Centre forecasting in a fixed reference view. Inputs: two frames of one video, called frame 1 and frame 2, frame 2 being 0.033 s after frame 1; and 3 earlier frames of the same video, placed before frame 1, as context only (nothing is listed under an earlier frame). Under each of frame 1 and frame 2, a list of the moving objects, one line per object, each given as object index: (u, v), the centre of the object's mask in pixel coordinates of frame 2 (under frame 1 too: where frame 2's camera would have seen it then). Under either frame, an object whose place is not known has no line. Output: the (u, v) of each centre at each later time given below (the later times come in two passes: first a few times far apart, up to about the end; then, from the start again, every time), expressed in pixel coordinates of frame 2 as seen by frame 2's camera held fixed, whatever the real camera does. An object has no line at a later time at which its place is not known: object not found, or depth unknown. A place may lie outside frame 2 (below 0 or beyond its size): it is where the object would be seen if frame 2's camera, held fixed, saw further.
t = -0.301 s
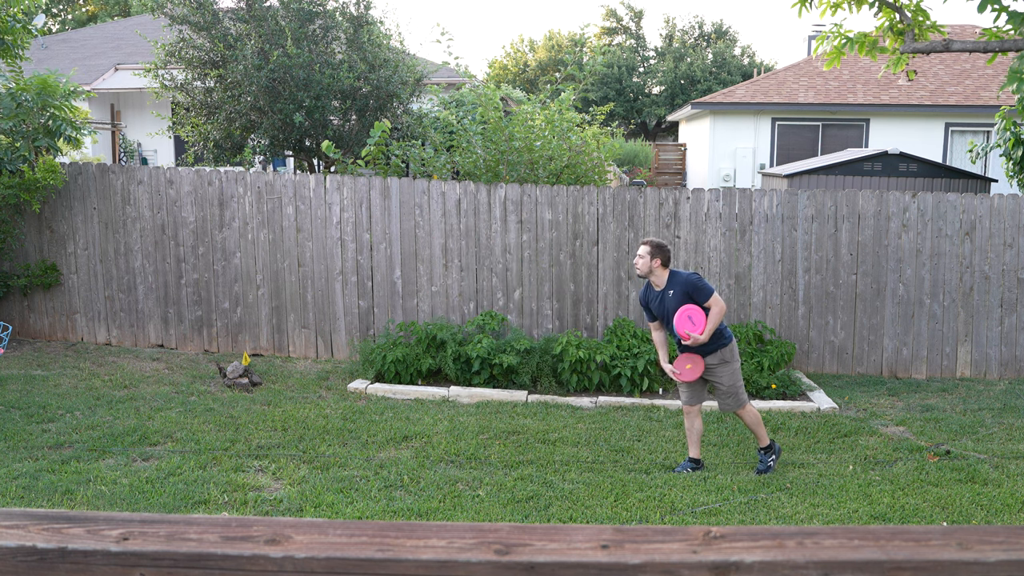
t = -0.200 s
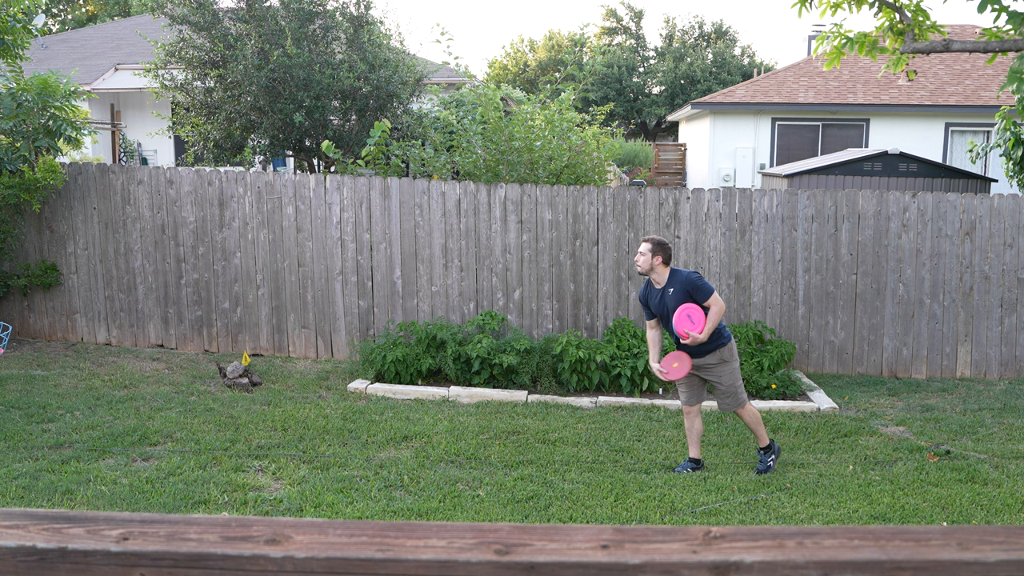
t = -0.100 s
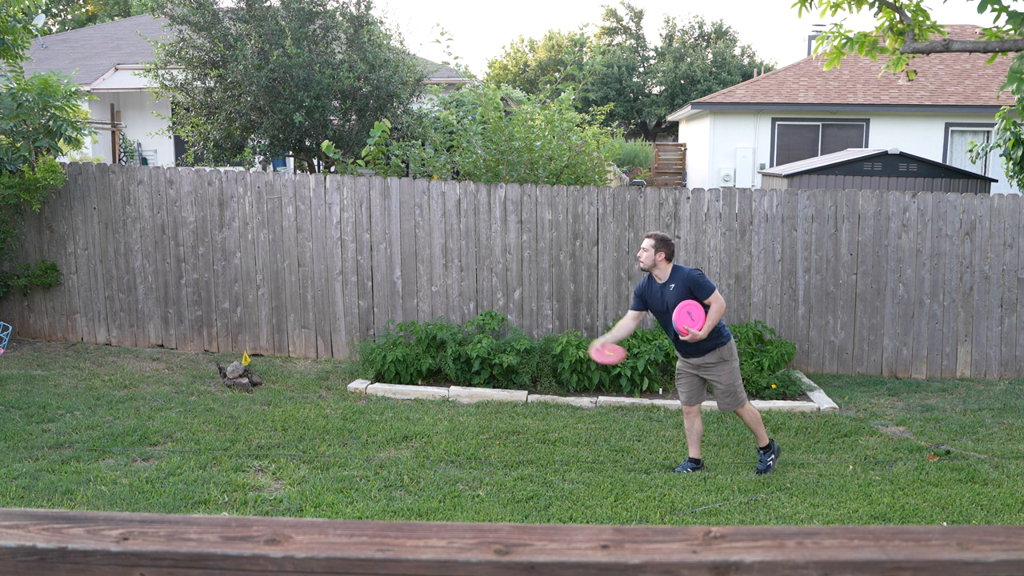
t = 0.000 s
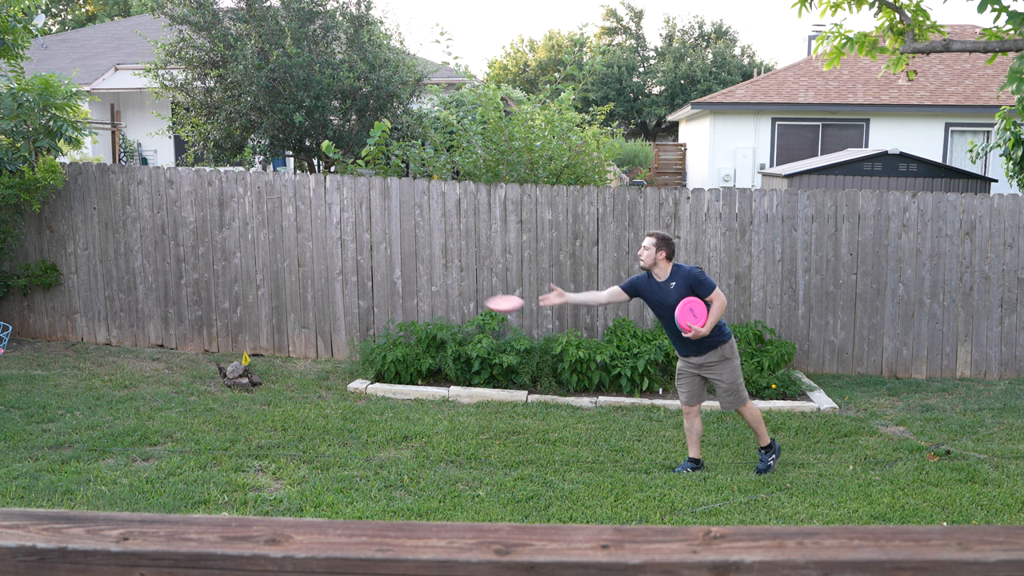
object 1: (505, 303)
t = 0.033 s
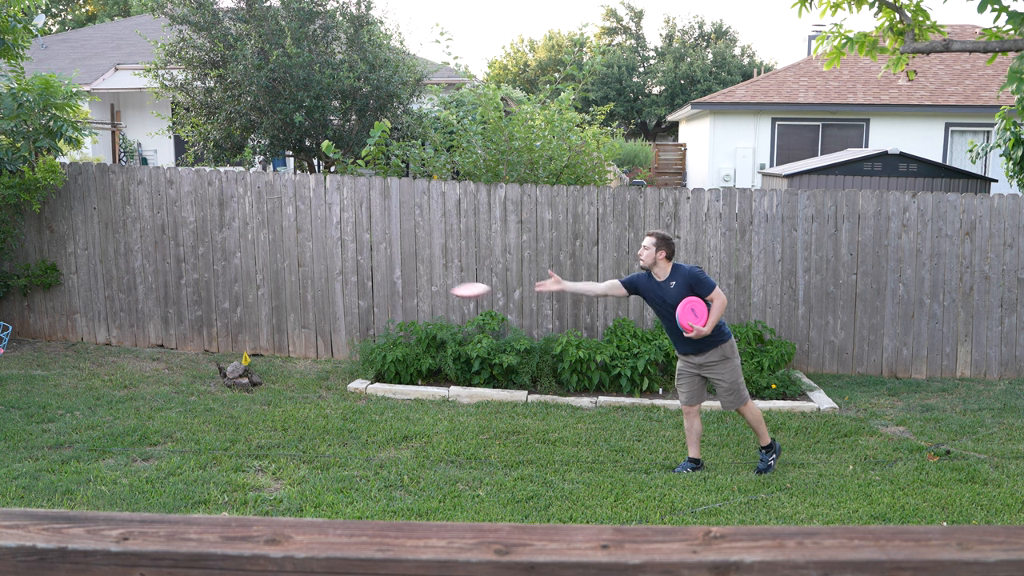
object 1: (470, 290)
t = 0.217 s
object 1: (284, 255)
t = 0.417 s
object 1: (94, 281)
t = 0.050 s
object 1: (453, 284)
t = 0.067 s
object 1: (436, 279)
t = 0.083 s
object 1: (419, 274)
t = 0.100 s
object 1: (402, 270)
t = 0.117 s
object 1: (385, 266)
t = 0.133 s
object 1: (368, 263)
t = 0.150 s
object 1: (351, 261)
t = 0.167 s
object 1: (334, 258)
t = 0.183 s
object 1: (317, 257)
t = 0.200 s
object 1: (300, 256)
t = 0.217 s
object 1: (284, 255)
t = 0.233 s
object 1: (267, 255)
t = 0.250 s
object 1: (252, 255)
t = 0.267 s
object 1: (235, 256)
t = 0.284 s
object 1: (219, 257)
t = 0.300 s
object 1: (203, 259)
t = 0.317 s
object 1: (187, 261)
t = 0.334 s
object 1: (171, 263)
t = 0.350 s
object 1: (156, 266)
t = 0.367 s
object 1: (140, 269)
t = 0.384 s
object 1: (125, 273)
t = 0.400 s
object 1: (110, 277)
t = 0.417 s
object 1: (94, 281)
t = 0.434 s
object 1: (79, 286)
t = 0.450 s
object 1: (64, 291)
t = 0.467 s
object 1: (49, 296)
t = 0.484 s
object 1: (35, 301)
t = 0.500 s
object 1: (19, 307)
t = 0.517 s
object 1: (11, 311)
